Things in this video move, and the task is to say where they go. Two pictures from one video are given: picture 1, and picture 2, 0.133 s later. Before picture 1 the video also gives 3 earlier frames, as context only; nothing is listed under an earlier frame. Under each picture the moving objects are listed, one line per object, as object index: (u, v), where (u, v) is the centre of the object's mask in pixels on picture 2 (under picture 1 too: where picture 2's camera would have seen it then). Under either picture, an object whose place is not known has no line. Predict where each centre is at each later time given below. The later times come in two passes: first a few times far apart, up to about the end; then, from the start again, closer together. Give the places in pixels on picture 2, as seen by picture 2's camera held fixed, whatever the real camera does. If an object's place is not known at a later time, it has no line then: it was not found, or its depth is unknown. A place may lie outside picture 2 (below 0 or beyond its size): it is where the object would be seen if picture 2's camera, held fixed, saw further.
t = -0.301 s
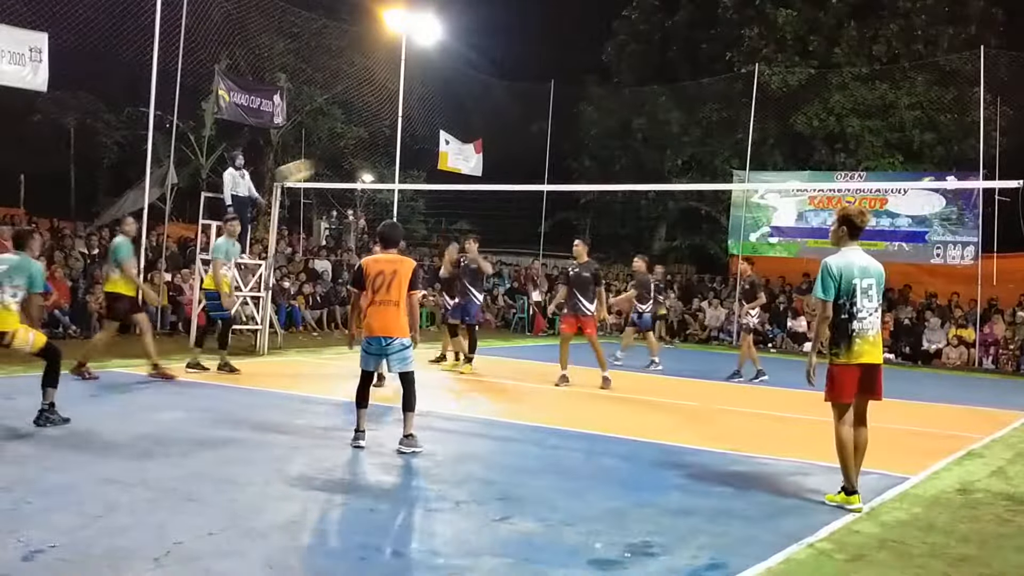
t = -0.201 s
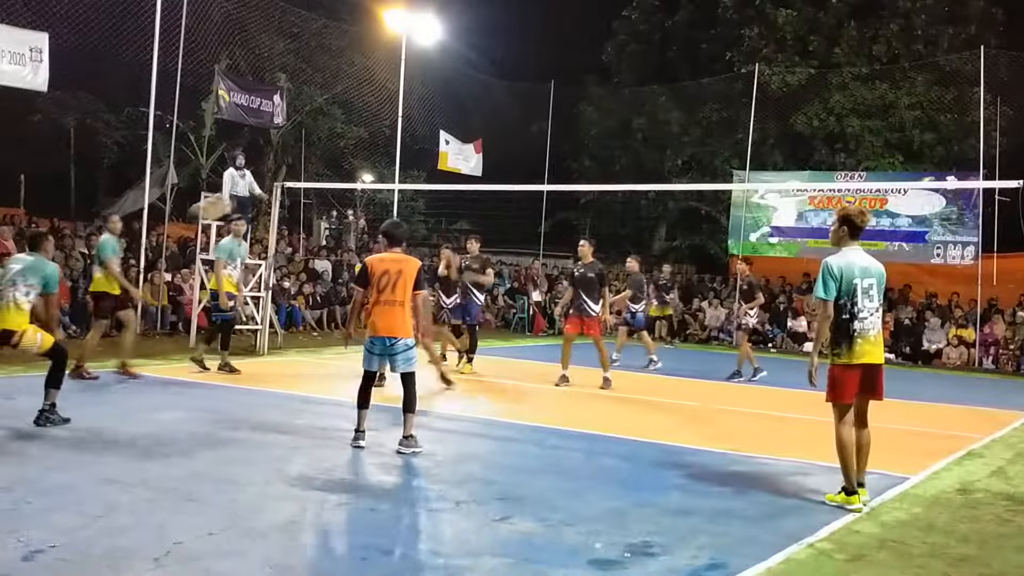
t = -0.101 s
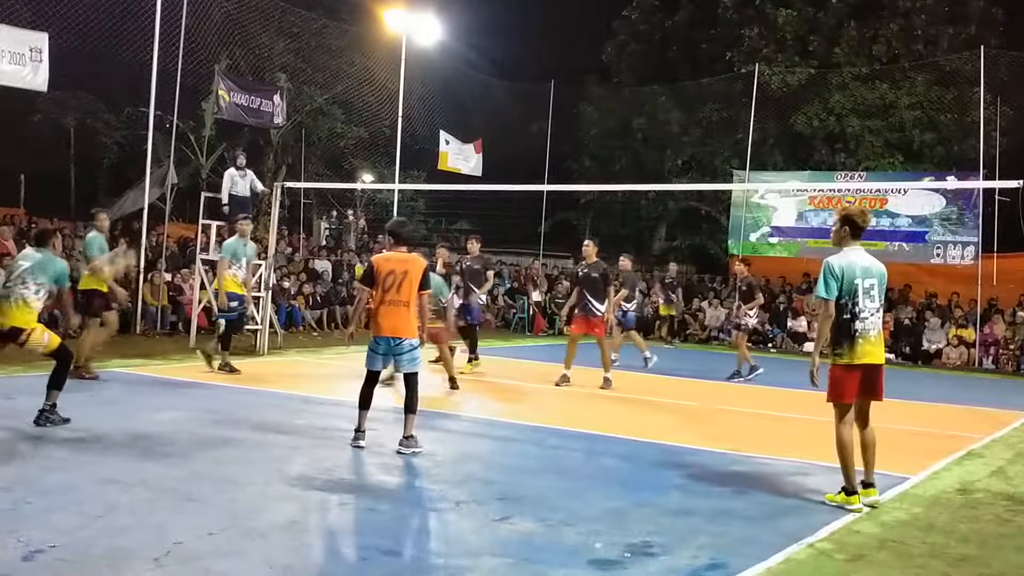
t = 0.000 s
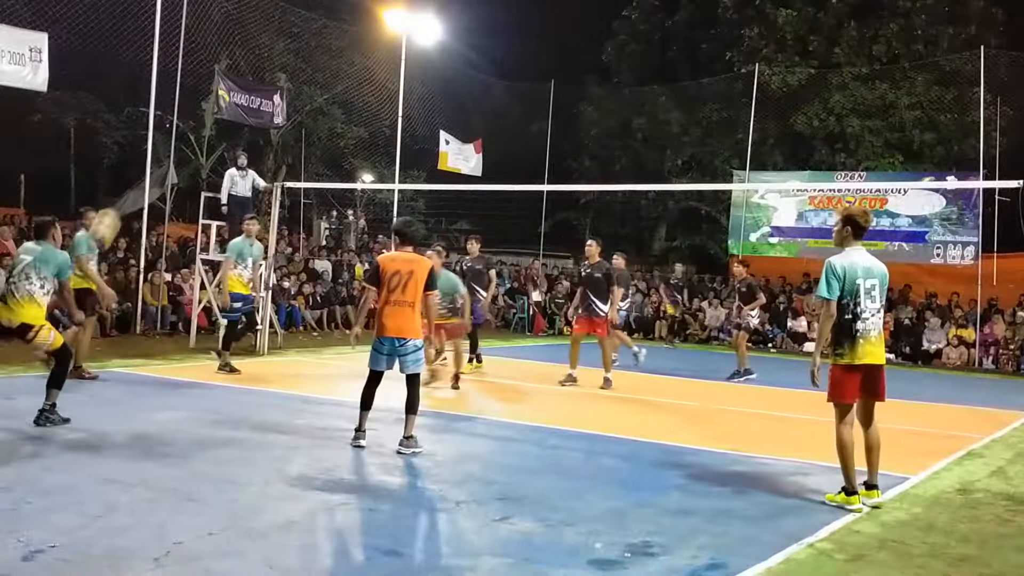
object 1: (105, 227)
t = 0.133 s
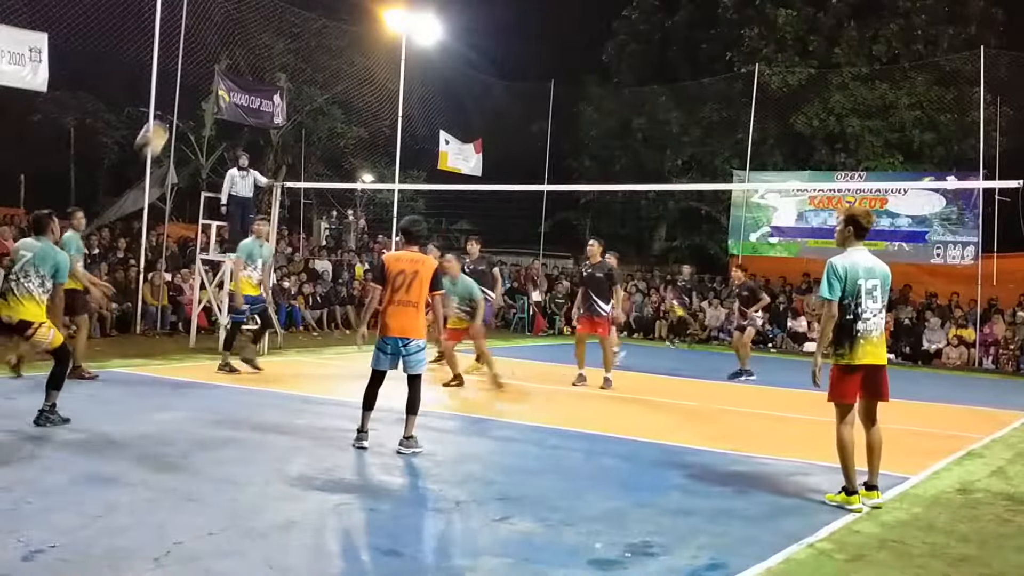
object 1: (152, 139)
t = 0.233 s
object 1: (184, 89)
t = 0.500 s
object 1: (257, 18)
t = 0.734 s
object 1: (310, 18)
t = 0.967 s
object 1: (354, 64)
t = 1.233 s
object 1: (396, 163)
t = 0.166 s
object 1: (163, 121)
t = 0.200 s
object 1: (174, 104)
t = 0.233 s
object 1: (184, 89)
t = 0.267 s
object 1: (195, 76)
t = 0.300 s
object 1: (204, 64)
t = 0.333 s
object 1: (214, 52)
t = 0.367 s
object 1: (223, 43)
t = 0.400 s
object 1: (232, 36)
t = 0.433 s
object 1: (241, 28)
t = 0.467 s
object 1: (250, 22)
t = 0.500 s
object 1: (257, 18)
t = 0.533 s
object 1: (266, 15)
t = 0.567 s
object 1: (274, 12)
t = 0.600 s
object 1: (281, 11)
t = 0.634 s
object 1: (289, 12)
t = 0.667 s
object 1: (296, 13)
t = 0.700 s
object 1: (303, 15)
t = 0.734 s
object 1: (310, 18)
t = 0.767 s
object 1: (317, 22)
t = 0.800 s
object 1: (323, 26)
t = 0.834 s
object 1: (329, 32)
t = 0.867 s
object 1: (336, 39)
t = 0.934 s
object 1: (348, 55)
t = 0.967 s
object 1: (354, 64)
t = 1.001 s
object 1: (359, 73)
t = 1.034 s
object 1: (365, 84)
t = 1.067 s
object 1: (371, 96)
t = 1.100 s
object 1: (376, 107)
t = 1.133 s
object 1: (381, 120)
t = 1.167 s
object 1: (386, 134)
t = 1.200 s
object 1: (390, 147)
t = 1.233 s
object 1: (396, 163)
